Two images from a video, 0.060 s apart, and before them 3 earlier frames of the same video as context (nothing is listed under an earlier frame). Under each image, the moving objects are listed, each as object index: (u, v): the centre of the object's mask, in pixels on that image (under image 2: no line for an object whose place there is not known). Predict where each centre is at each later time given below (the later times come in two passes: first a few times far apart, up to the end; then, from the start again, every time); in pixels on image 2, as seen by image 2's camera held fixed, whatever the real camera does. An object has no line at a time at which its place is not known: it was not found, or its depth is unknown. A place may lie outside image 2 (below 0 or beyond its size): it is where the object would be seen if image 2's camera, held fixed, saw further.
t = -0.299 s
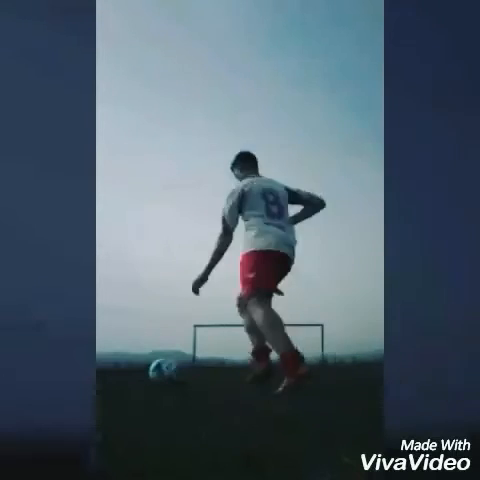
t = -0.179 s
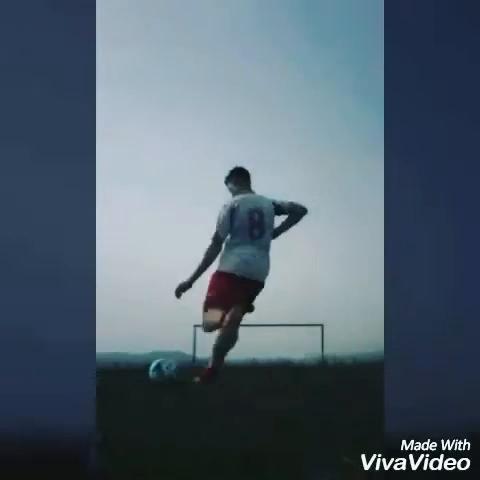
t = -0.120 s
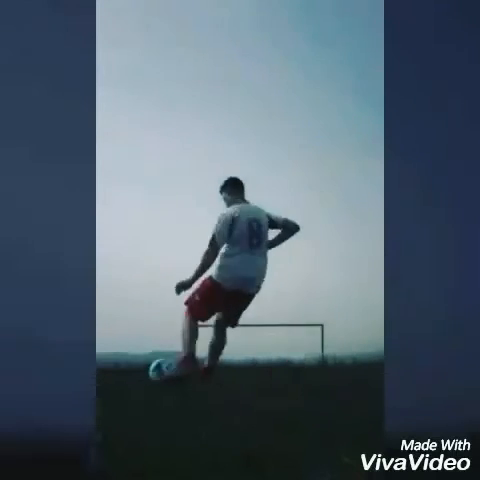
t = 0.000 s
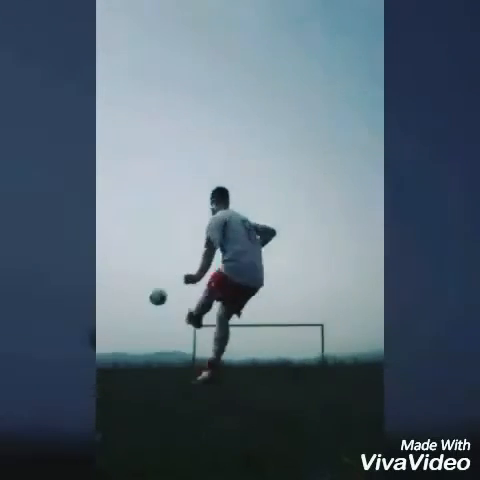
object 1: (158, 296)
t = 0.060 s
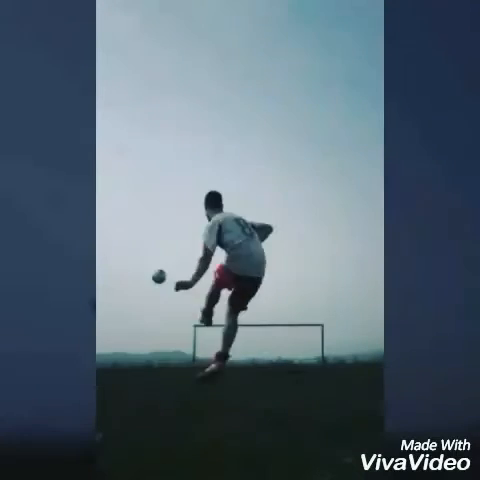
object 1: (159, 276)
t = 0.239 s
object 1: (166, 253)
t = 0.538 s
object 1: (183, 257)
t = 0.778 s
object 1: (197, 275)
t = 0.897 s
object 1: (204, 285)
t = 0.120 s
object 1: (161, 264)
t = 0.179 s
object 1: (163, 257)
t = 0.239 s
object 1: (166, 253)
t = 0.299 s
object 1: (169, 251)
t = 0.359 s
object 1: (172, 251)
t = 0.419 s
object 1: (176, 252)
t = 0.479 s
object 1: (179, 254)
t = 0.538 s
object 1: (183, 257)
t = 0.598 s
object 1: (186, 260)
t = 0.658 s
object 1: (190, 265)
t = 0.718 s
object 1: (194, 269)
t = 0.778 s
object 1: (197, 275)
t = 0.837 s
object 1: (200, 280)
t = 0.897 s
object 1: (204, 285)
